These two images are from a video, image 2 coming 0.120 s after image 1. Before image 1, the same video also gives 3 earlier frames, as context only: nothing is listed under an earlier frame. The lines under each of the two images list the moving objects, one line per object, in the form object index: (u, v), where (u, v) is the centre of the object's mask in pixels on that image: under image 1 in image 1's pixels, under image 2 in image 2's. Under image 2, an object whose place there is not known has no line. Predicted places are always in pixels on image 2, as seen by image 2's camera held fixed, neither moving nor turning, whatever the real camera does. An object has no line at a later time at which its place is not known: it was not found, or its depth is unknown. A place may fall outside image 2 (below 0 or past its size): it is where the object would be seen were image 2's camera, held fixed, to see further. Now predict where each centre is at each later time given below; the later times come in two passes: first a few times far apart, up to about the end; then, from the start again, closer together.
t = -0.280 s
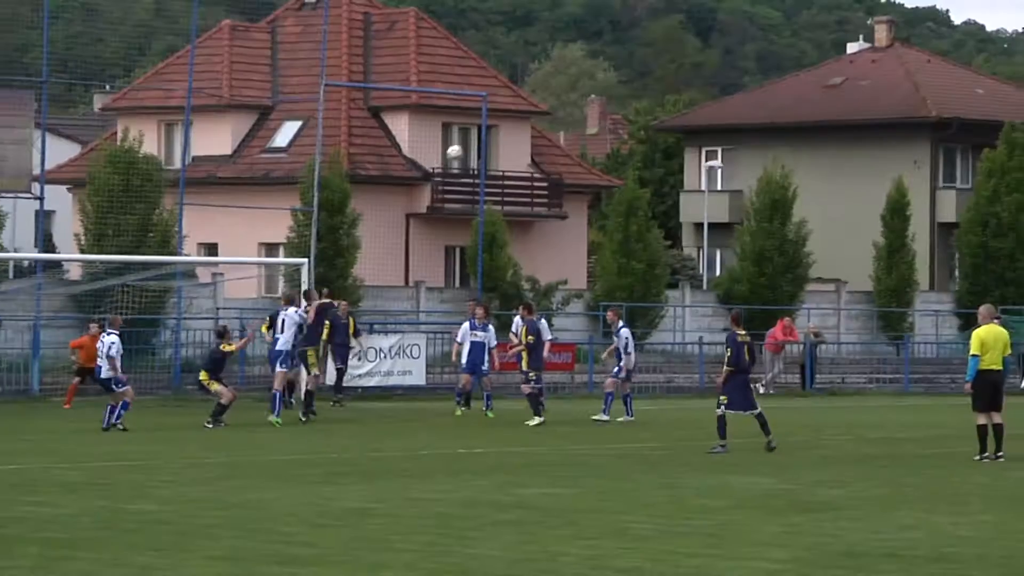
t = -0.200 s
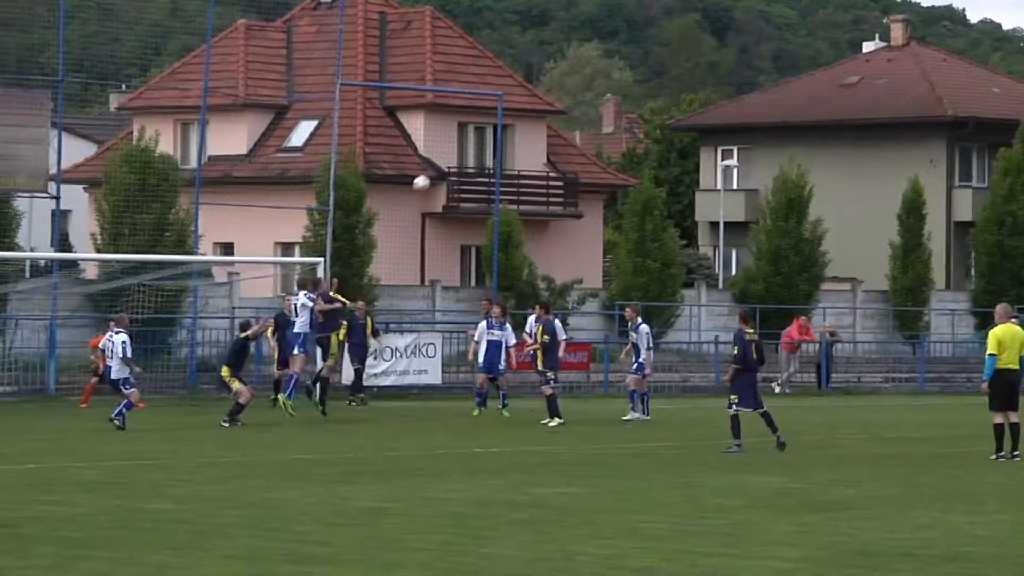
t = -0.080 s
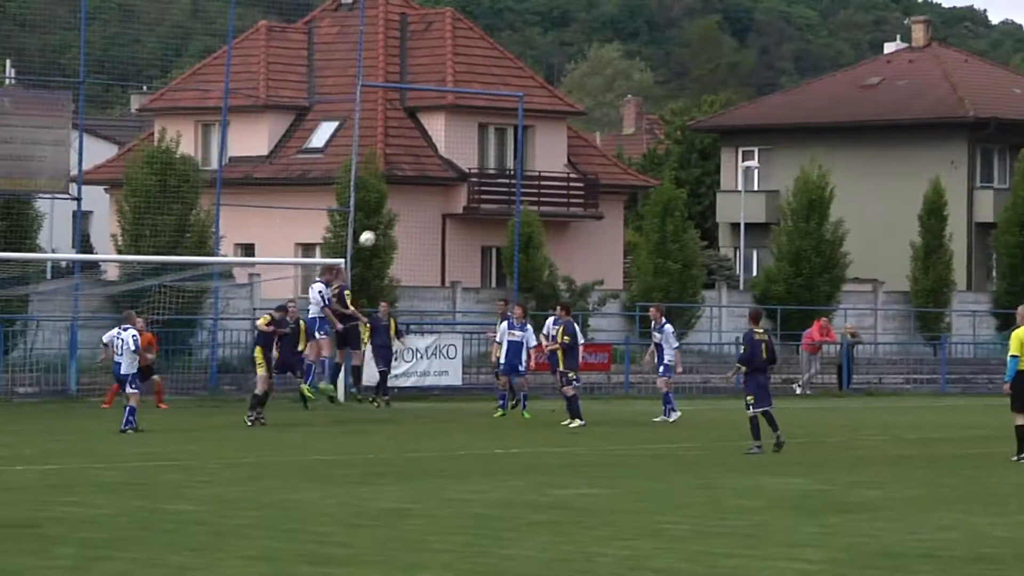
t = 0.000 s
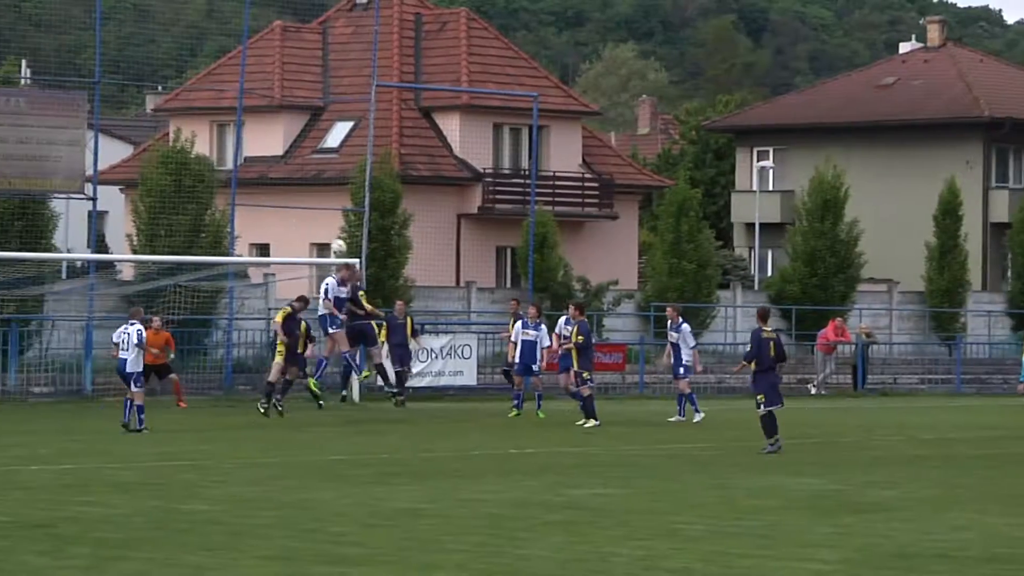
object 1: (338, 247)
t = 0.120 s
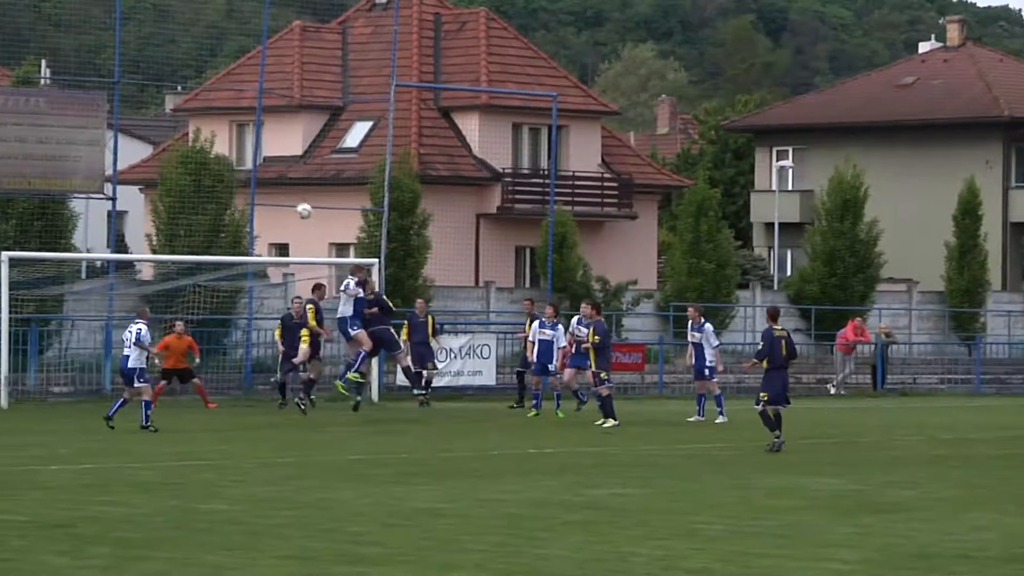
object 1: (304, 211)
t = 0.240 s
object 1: (248, 185)
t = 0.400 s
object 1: (172, 167)
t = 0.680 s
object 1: (34, 188)
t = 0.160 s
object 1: (285, 201)
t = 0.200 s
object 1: (267, 191)
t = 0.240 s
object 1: (248, 185)
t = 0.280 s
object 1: (230, 179)
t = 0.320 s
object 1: (211, 174)
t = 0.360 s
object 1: (192, 171)
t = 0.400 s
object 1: (172, 167)
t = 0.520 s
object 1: (113, 168)
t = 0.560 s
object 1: (94, 171)
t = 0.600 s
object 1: (74, 176)
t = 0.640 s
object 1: (54, 182)
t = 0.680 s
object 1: (34, 188)
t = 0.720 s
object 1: (14, 196)
